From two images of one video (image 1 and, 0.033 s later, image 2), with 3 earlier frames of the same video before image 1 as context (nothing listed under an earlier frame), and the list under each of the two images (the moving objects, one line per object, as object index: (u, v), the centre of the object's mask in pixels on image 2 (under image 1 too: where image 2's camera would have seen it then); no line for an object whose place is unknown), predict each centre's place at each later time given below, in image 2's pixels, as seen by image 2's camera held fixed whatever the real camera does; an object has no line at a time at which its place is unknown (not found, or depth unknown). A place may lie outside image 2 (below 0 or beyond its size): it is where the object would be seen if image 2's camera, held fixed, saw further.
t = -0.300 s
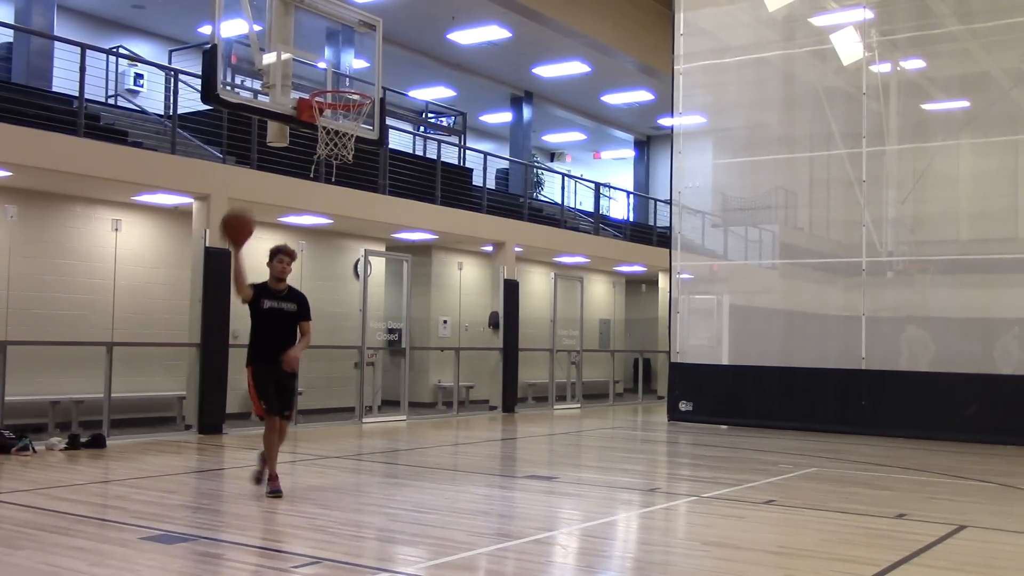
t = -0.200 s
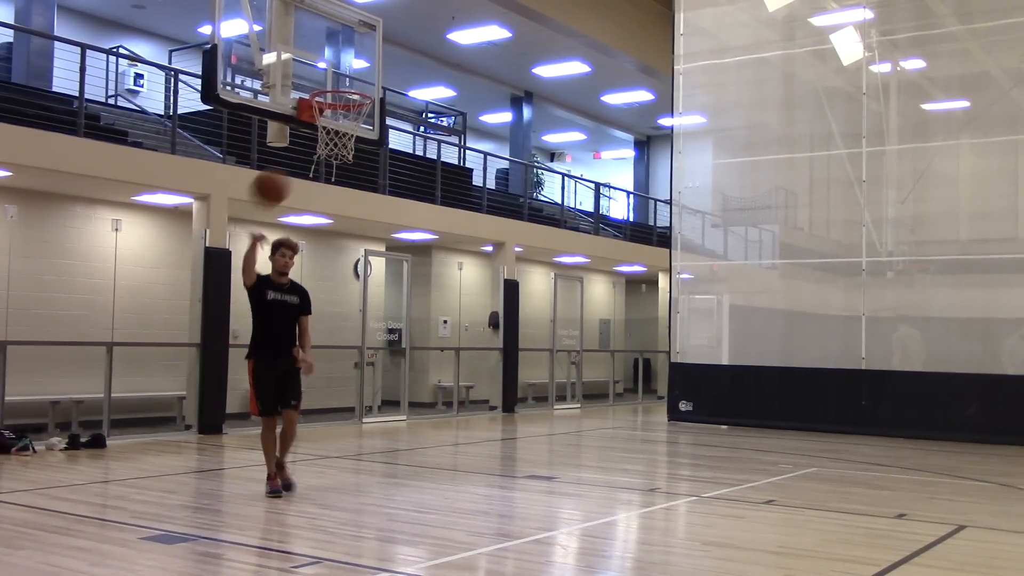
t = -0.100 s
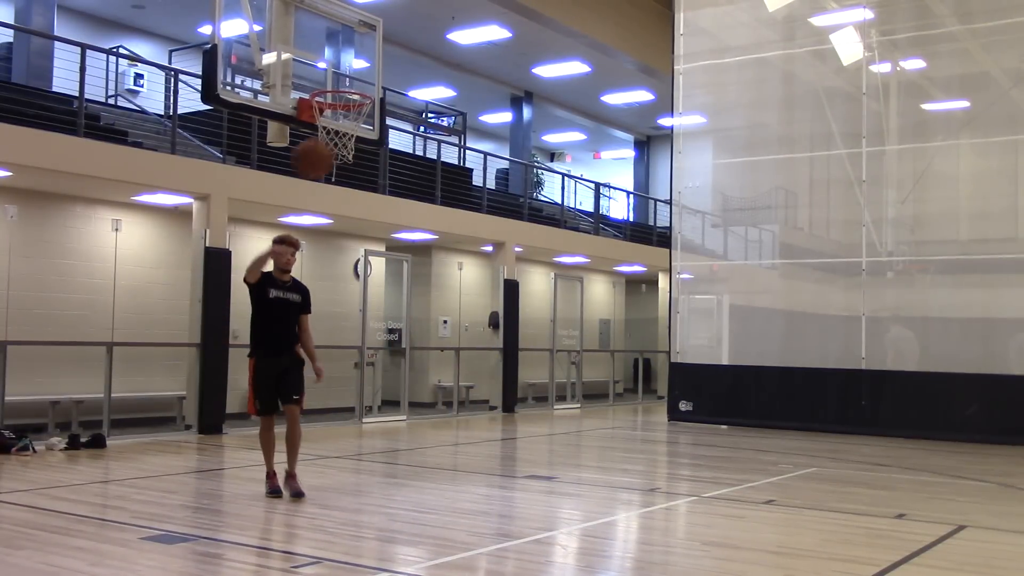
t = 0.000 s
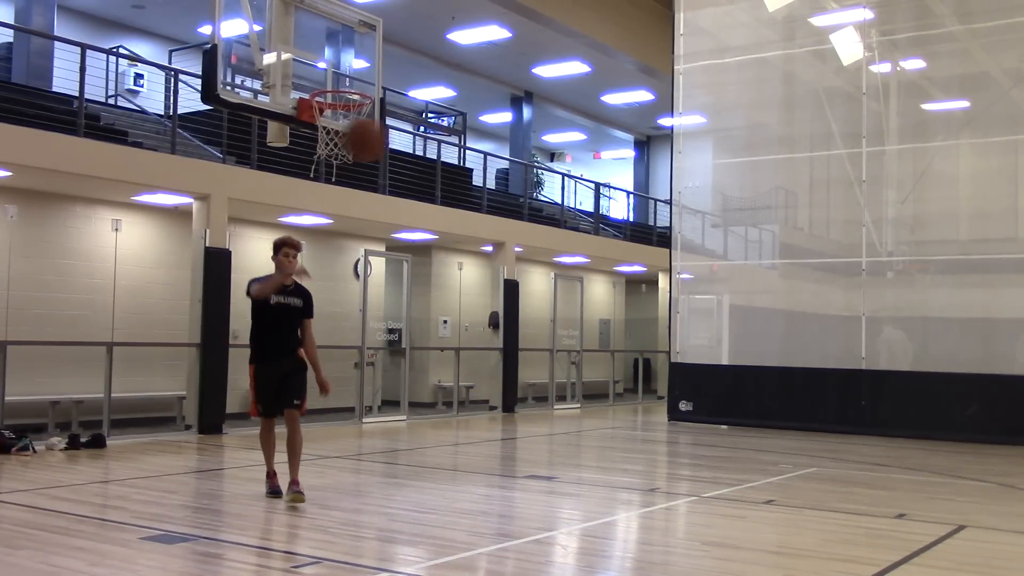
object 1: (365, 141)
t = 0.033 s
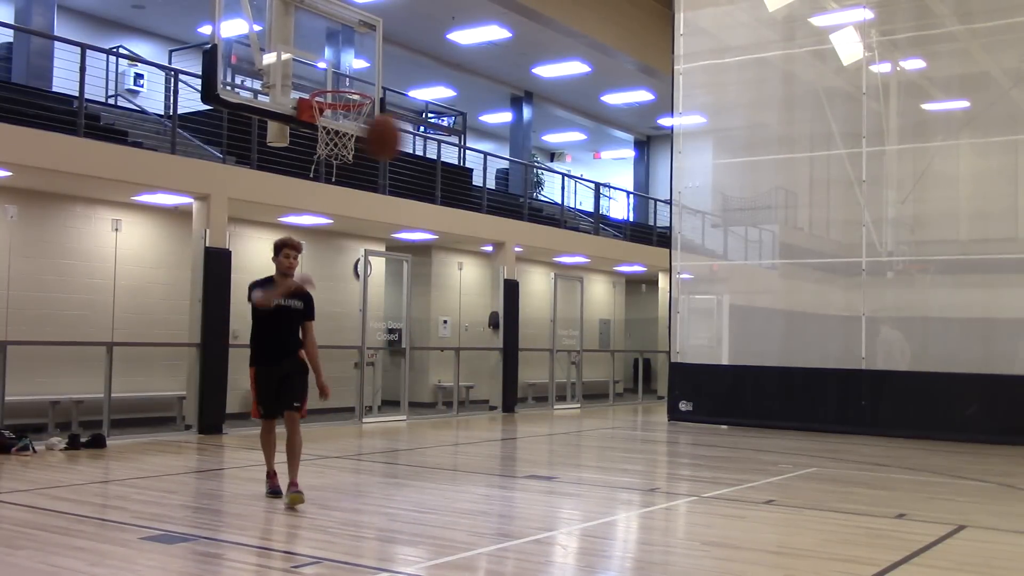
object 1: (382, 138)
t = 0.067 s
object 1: (404, 135)
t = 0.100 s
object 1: (426, 137)
